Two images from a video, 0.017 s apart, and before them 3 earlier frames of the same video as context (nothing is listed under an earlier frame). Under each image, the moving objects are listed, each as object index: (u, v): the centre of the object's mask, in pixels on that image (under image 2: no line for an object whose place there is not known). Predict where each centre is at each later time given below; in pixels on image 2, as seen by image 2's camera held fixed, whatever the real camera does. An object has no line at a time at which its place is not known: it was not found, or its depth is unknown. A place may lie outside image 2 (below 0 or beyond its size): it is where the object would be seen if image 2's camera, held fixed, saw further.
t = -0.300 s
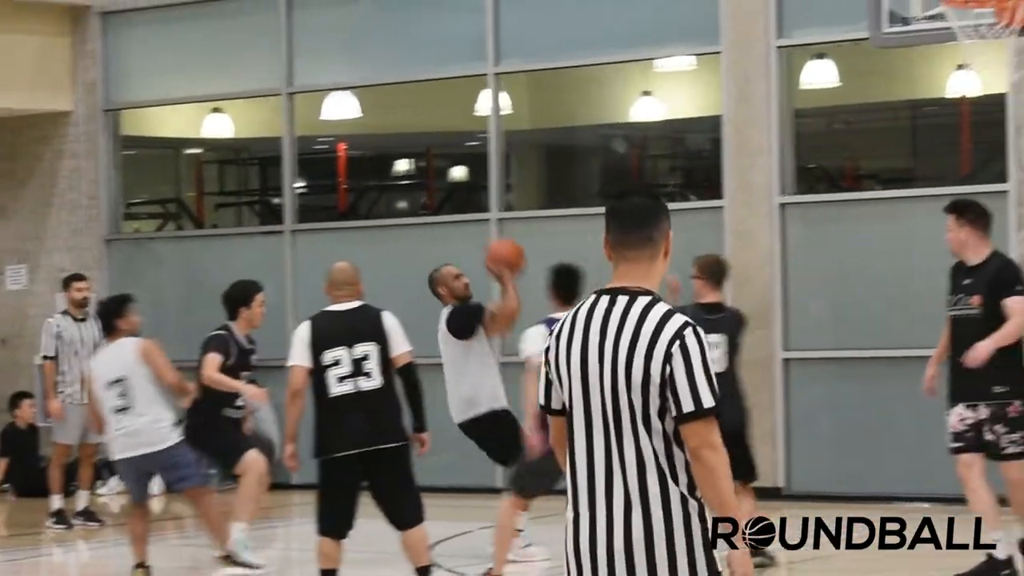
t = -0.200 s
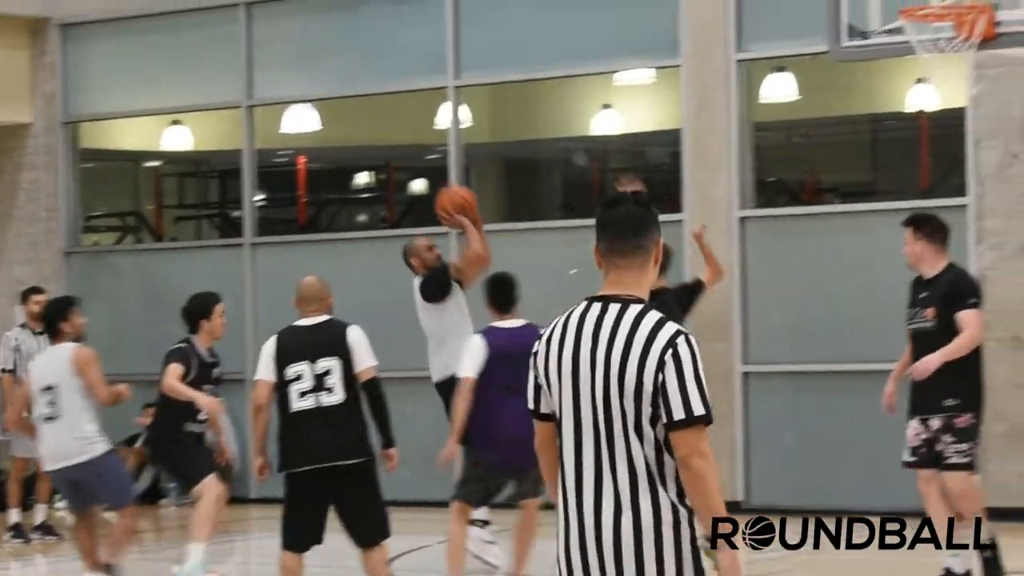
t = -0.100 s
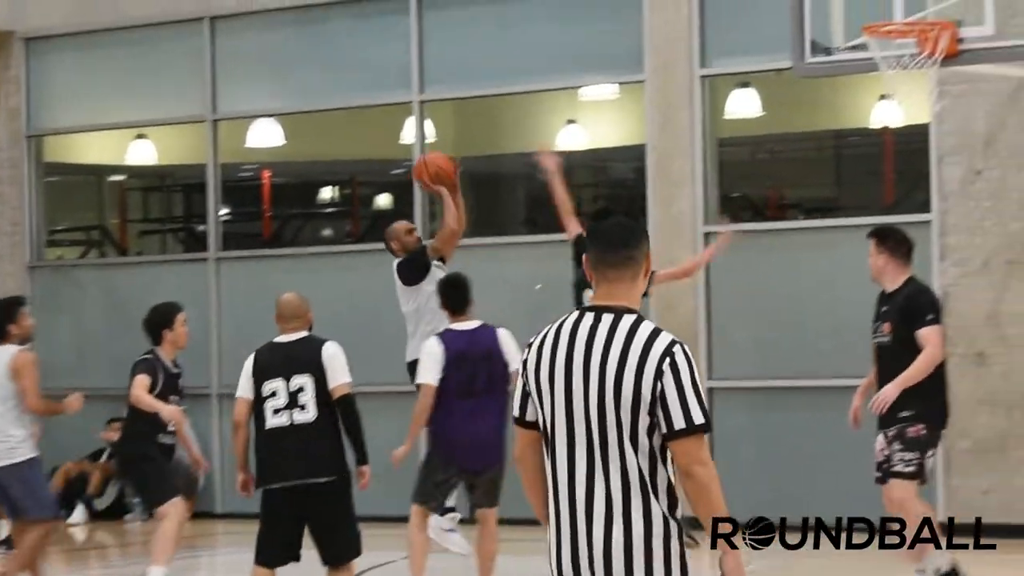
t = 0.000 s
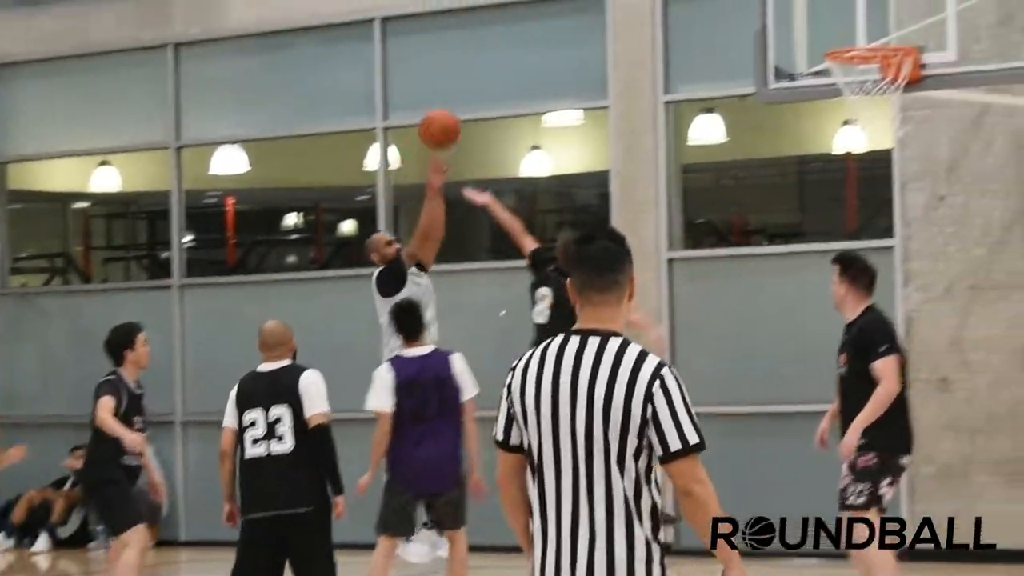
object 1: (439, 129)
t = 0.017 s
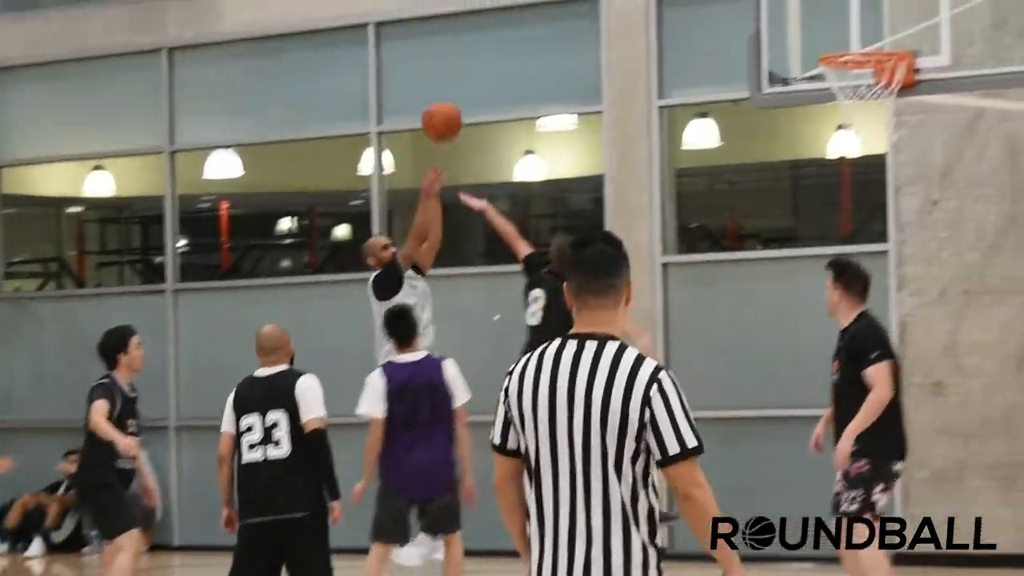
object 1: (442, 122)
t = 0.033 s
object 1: (451, 110)
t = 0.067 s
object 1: (469, 87)
